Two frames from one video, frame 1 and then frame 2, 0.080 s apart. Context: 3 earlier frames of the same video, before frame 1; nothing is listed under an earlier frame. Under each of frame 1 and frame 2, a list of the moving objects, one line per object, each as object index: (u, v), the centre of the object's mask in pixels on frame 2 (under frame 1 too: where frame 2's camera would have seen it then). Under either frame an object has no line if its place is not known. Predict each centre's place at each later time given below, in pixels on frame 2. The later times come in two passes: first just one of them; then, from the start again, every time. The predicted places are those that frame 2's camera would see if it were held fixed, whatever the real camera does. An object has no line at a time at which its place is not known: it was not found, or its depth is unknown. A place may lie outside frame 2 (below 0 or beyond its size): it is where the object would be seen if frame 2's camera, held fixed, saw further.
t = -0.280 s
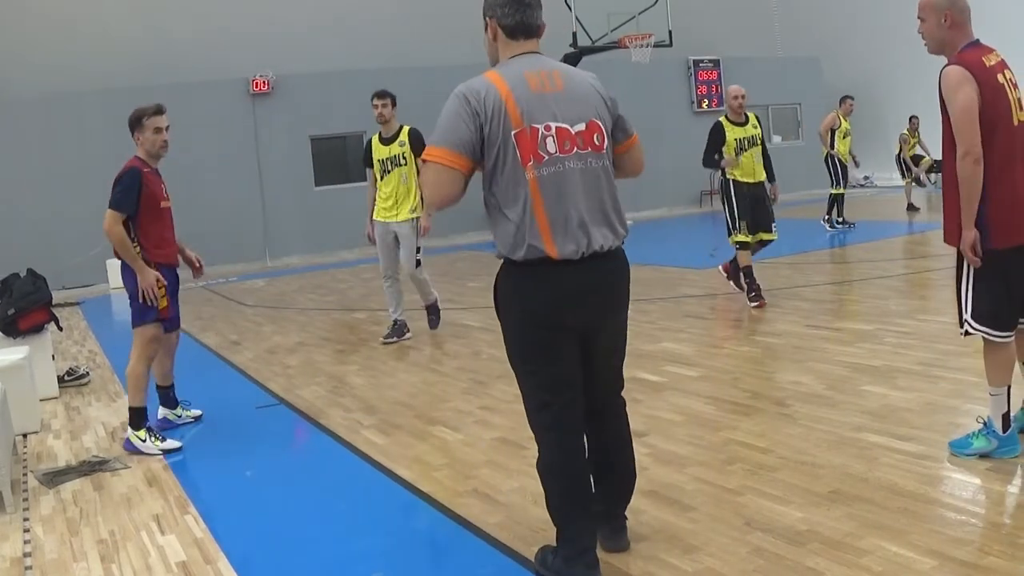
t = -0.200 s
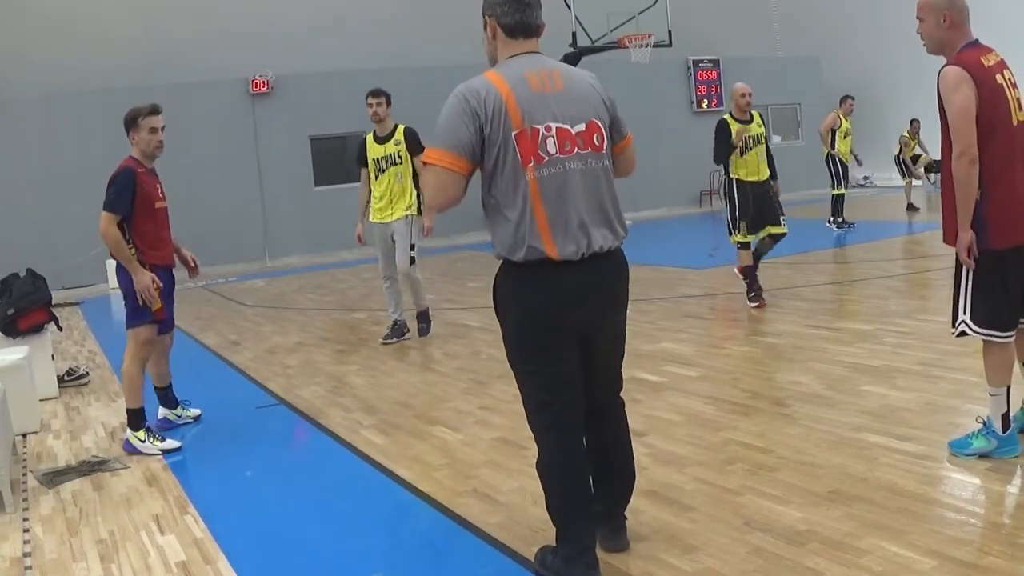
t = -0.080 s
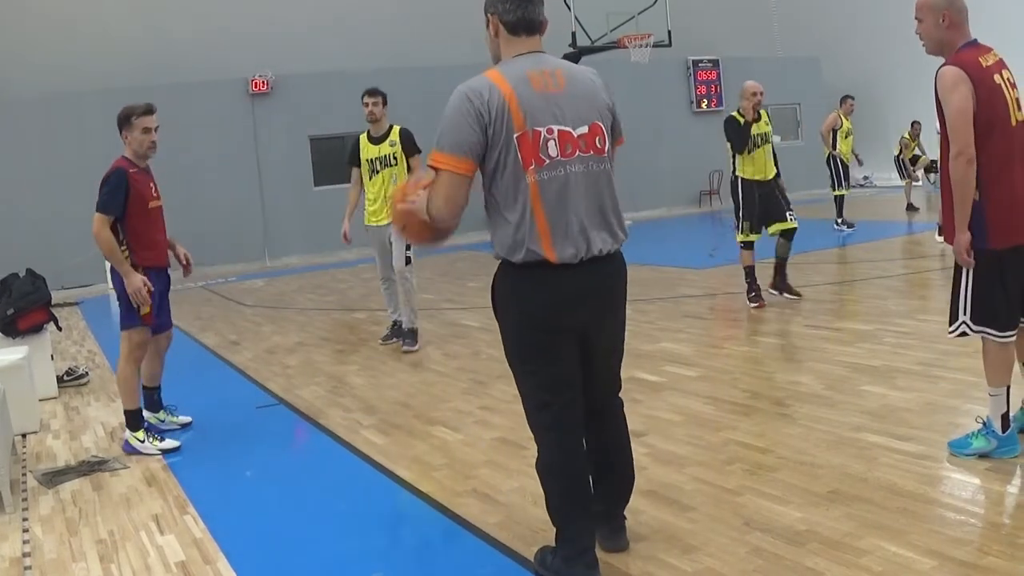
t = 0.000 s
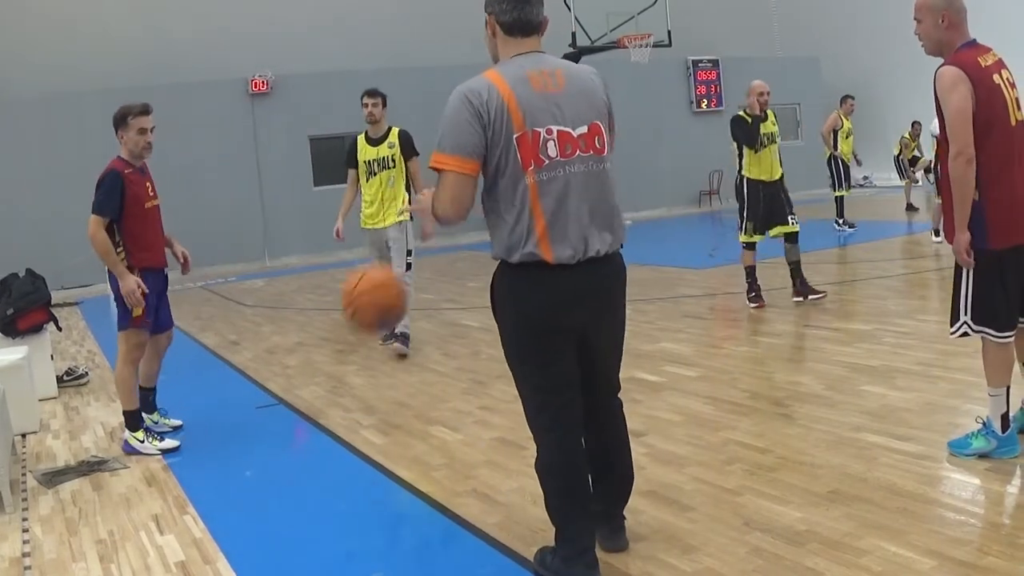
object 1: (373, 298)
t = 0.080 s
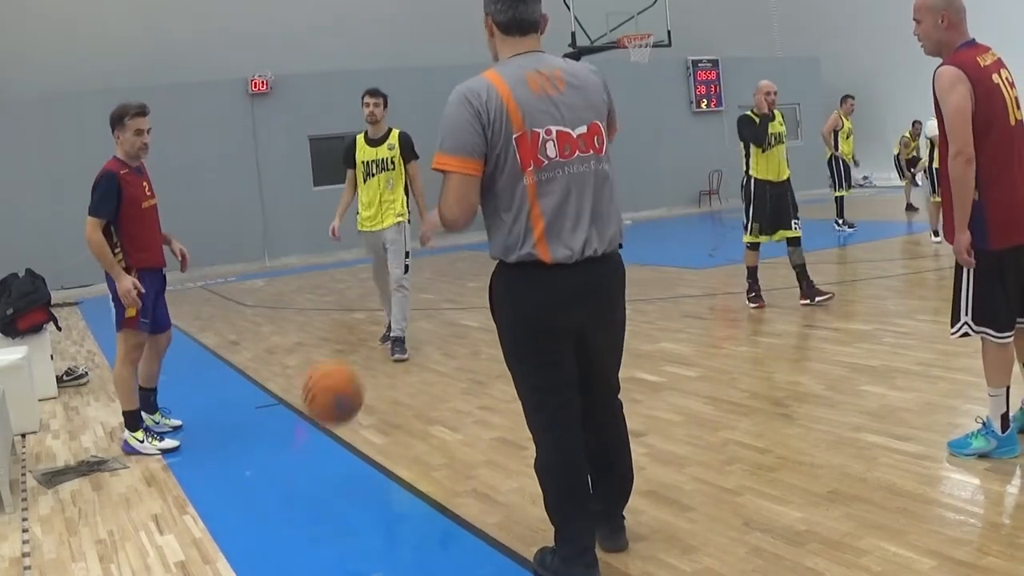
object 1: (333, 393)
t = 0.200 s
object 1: (283, 414)
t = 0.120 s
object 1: (316, 440)
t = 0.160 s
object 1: (300, 452)
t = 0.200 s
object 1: (283, 414)
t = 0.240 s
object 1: (267, 374)
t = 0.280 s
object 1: (253, 343)
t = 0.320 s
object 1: (238, 314)
